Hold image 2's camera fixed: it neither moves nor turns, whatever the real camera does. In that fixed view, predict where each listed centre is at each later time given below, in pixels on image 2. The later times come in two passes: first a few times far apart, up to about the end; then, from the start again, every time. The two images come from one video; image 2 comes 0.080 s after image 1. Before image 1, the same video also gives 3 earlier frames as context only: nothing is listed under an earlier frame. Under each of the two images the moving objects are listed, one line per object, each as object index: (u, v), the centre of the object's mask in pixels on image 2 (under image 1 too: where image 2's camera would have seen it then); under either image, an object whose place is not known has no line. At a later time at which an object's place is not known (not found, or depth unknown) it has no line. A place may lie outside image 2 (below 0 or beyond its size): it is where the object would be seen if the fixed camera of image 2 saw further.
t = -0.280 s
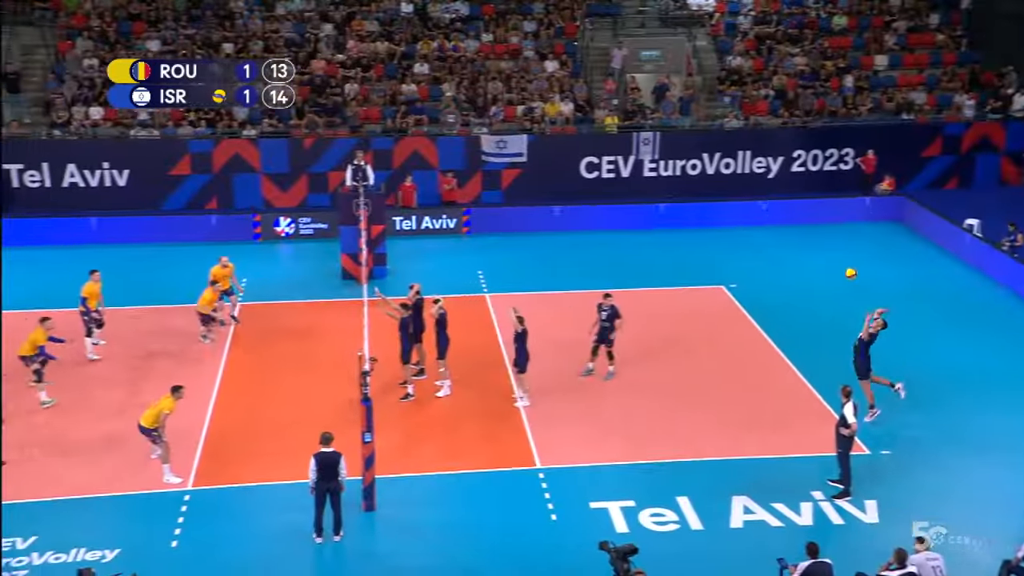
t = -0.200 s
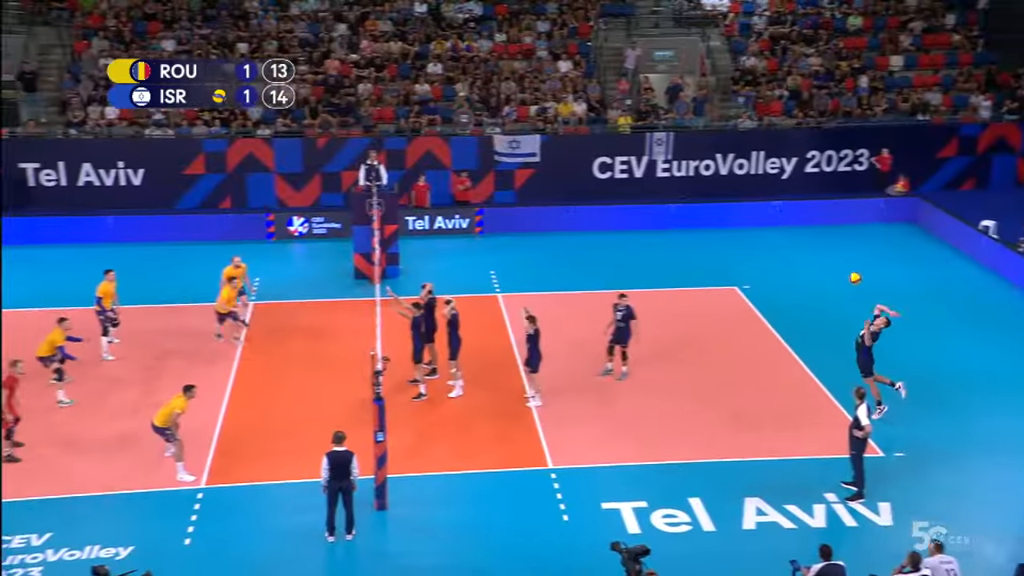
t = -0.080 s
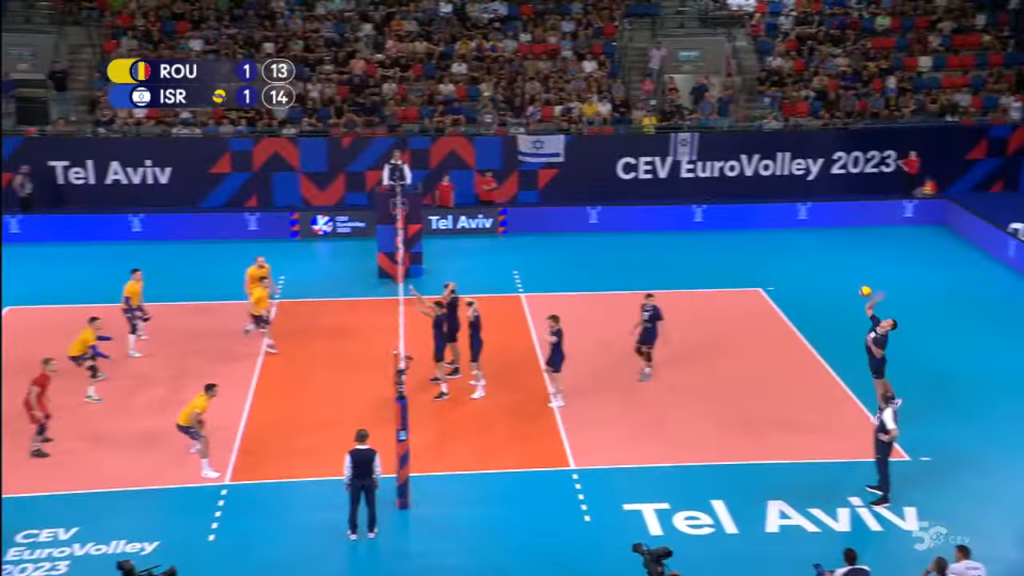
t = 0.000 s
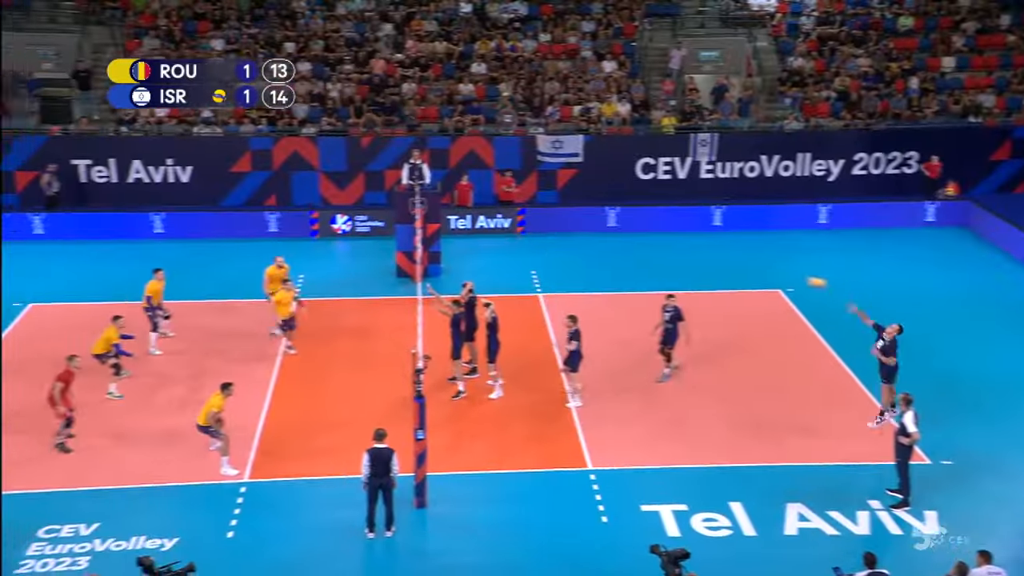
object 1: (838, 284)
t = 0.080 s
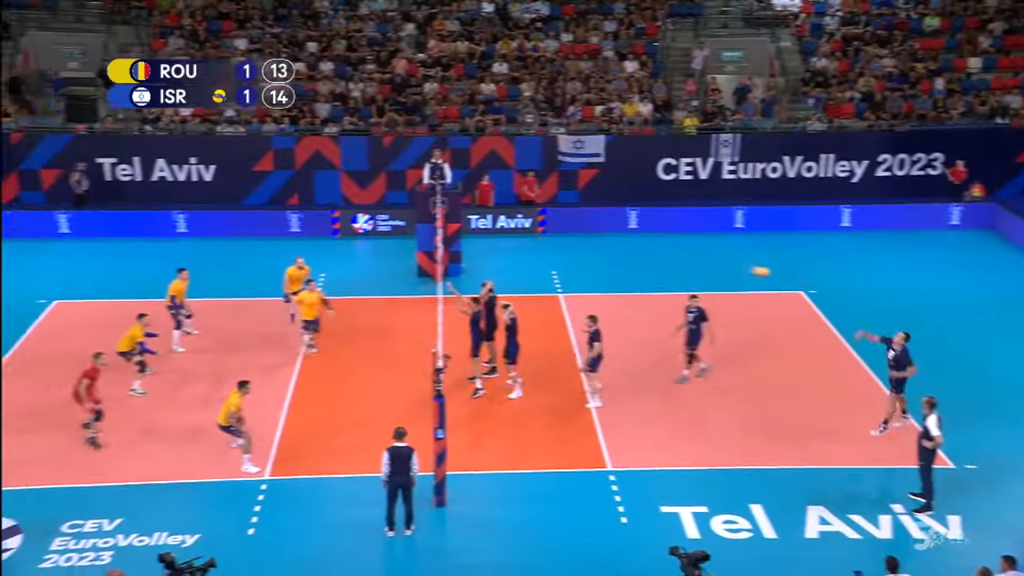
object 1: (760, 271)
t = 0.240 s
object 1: (613, 255)
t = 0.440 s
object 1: (446, 256)
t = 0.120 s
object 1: (722, 266)
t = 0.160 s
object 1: (685, 262)
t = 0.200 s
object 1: (649, 258)
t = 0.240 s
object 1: (613, 255)
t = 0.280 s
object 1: (578, 254)
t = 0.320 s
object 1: (544, 253)
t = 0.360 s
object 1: (510, 253)
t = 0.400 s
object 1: (477, 255)
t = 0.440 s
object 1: (446, 256)
